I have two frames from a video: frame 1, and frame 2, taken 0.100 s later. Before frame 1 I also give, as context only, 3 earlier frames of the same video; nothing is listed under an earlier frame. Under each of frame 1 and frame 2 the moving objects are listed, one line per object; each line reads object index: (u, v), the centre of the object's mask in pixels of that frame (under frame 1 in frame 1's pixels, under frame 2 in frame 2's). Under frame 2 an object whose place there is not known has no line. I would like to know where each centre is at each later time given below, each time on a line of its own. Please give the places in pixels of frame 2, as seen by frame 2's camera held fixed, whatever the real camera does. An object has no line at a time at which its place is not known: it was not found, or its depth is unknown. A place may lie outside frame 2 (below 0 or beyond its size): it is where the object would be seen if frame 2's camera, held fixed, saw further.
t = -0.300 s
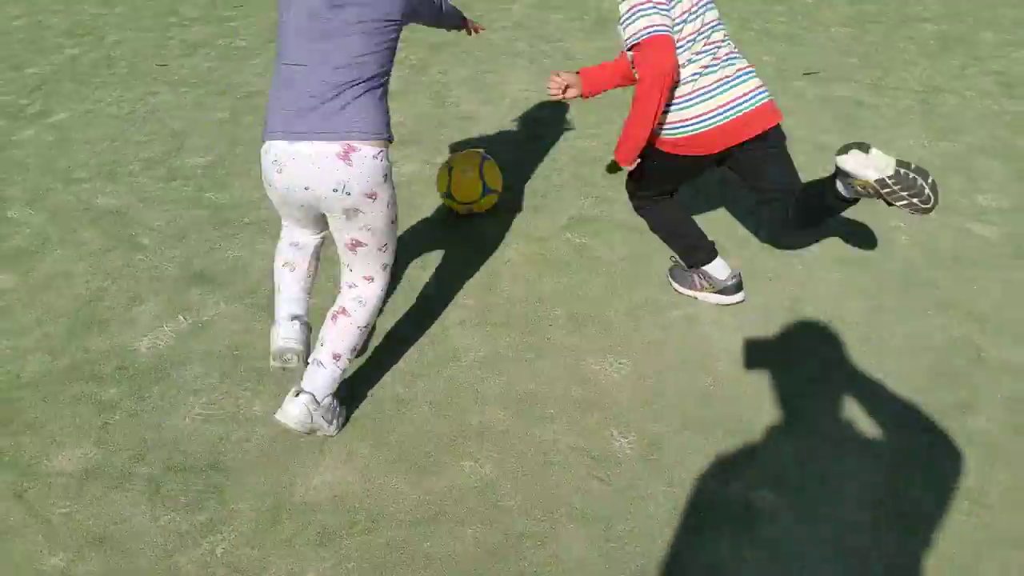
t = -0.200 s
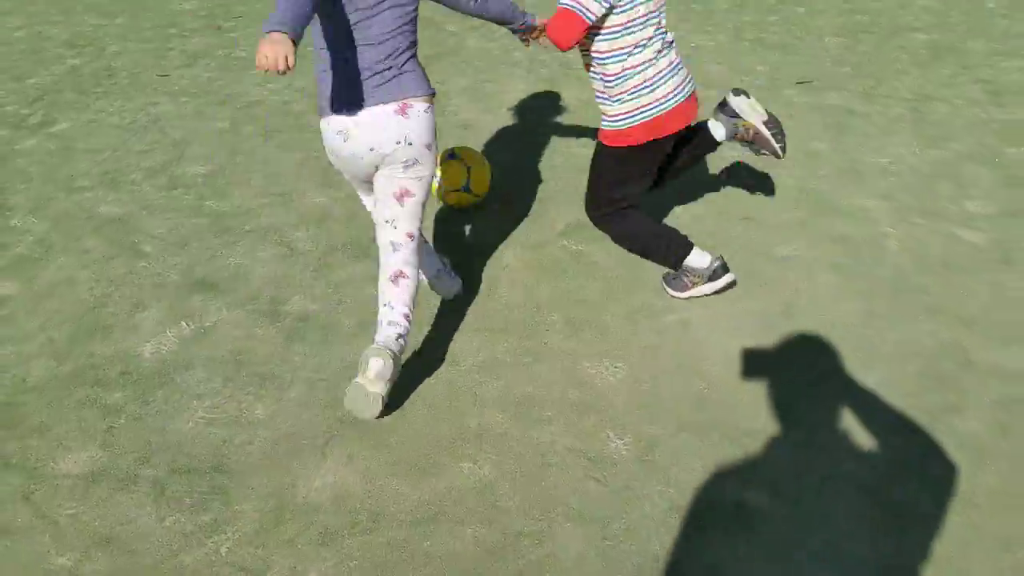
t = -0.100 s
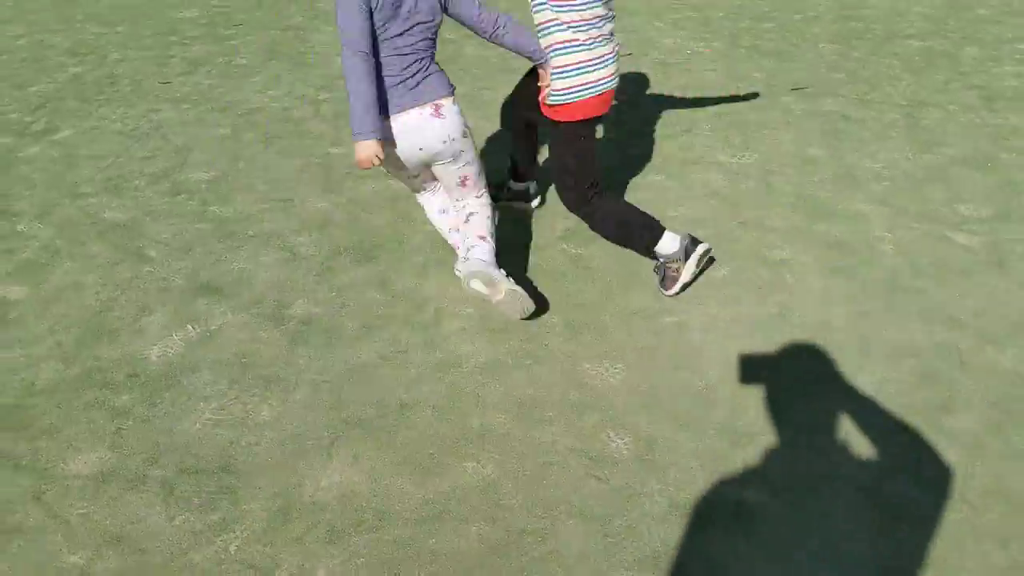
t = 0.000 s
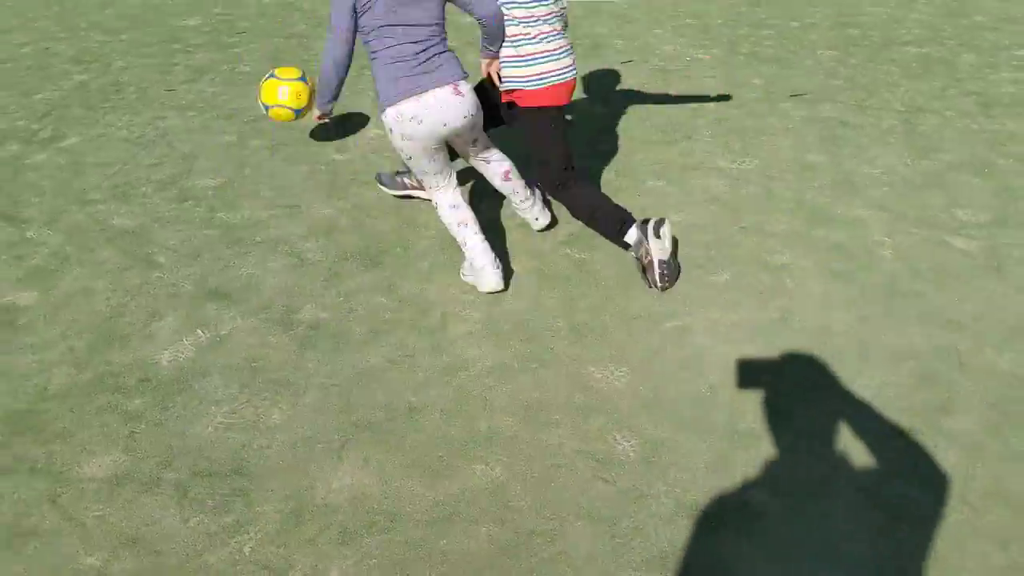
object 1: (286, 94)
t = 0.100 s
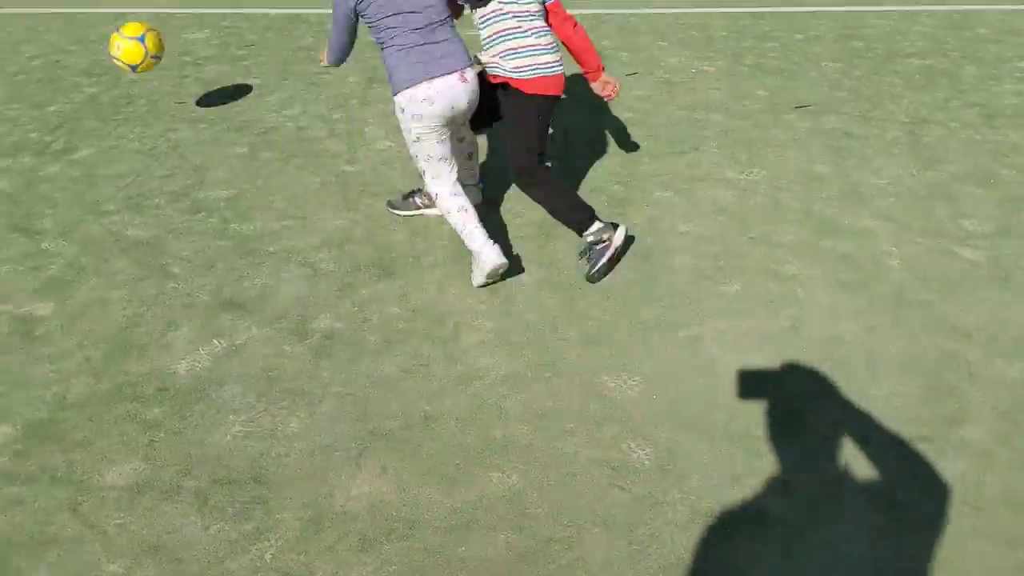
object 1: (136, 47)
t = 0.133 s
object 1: (89, 34)
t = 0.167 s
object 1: (44, 24)
